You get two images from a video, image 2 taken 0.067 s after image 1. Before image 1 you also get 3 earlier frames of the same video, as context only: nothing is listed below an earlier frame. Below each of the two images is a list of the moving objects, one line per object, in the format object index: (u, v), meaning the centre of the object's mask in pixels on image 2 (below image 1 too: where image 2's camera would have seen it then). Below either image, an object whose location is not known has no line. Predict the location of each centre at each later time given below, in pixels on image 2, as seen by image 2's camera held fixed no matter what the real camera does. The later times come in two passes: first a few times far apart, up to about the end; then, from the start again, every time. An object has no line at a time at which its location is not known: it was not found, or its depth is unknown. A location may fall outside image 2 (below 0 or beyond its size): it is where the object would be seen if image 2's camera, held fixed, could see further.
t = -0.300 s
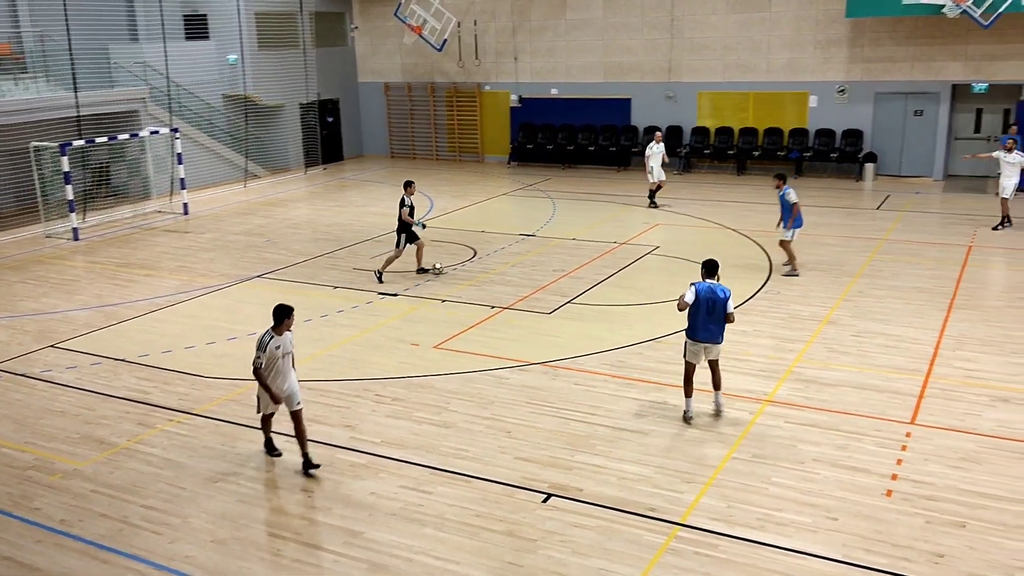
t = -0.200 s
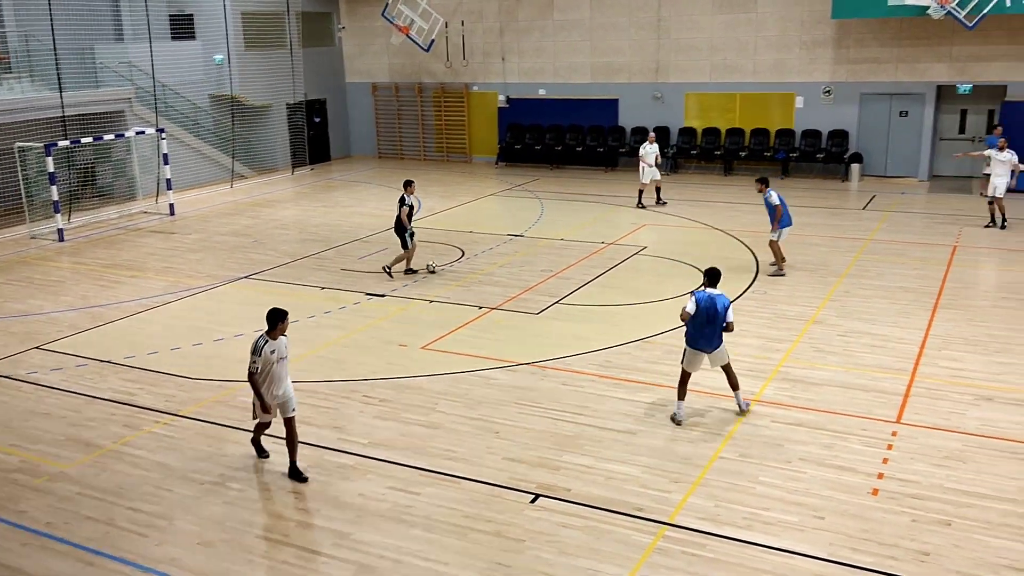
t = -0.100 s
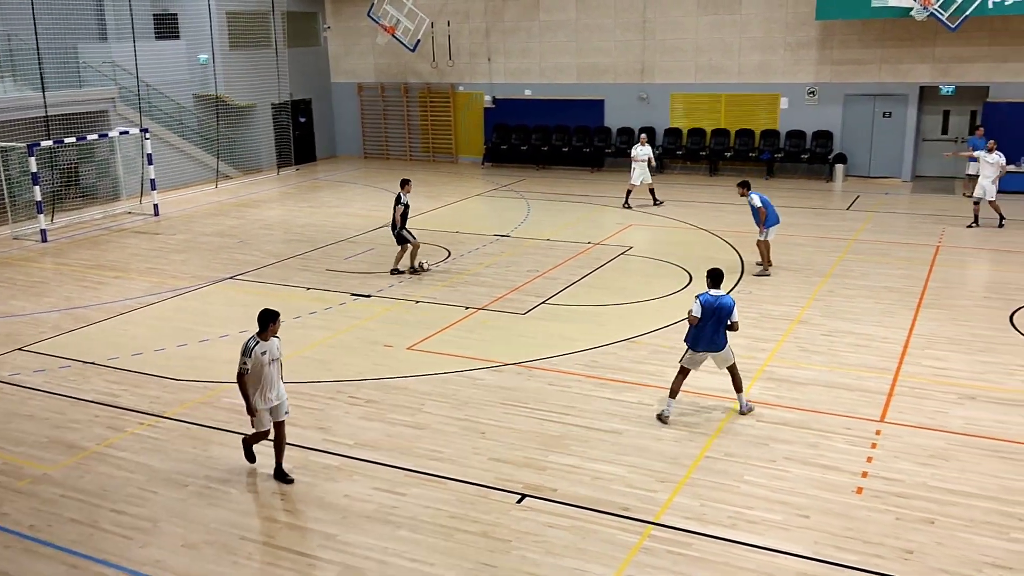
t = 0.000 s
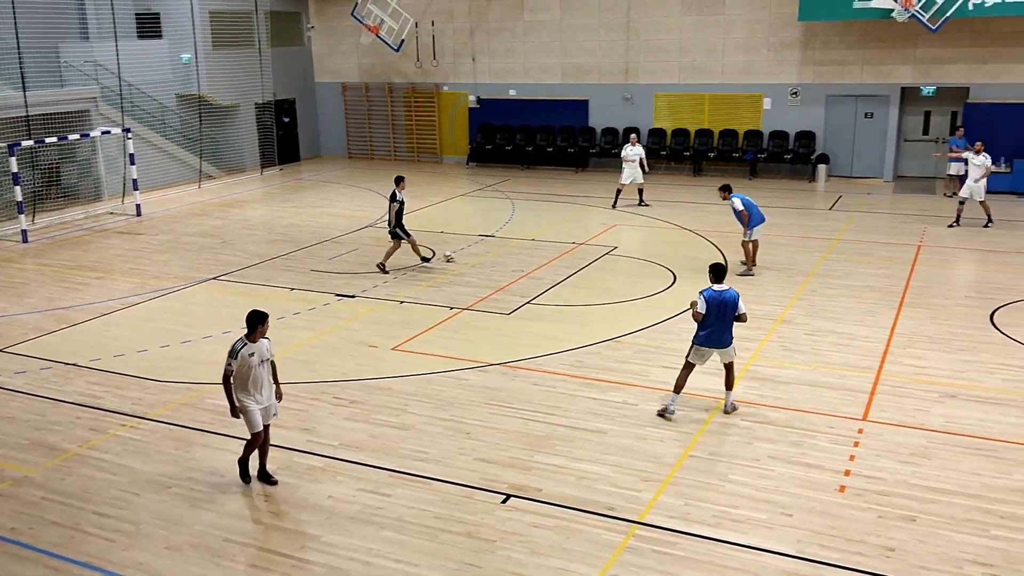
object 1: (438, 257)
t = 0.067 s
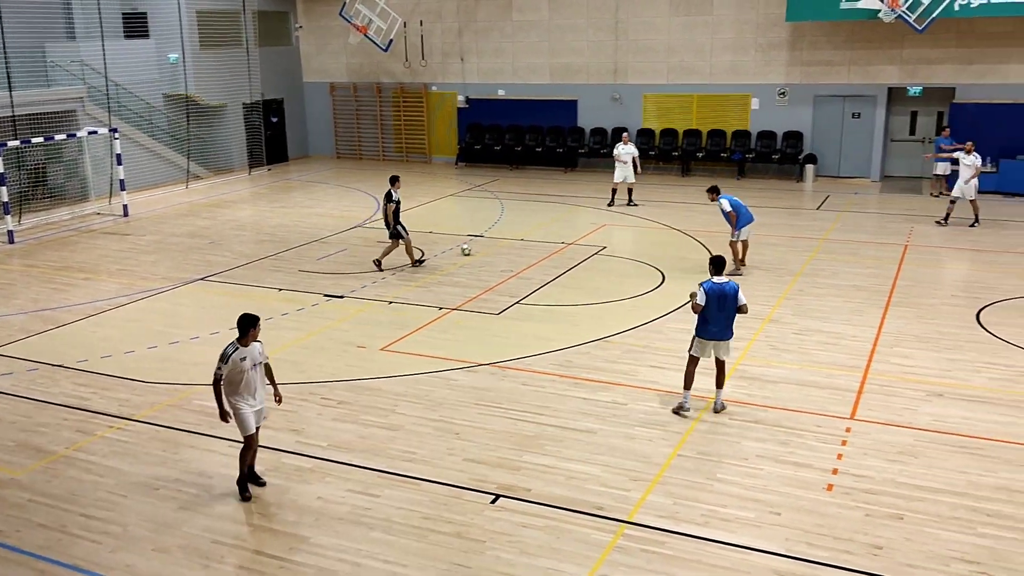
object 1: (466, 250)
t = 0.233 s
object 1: (525, 236)
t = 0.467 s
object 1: (588, 221)
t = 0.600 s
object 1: (616, 215)
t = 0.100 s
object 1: (479, 247)
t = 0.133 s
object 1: (492, 244)
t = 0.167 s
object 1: (504, 242)
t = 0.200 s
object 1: (515, 239)
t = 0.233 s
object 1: (525, 236)
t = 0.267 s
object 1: (535, 234)
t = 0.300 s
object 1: (545, 231)
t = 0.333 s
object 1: (555, 229)
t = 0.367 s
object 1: (564, 227)
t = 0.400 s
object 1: (572, 225)
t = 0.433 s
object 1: (580, 223)
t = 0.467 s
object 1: (588, 221)
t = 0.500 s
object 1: (595, 219)
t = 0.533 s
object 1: (602, 218)
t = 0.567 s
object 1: (609, 216)
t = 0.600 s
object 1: (616, 215)
